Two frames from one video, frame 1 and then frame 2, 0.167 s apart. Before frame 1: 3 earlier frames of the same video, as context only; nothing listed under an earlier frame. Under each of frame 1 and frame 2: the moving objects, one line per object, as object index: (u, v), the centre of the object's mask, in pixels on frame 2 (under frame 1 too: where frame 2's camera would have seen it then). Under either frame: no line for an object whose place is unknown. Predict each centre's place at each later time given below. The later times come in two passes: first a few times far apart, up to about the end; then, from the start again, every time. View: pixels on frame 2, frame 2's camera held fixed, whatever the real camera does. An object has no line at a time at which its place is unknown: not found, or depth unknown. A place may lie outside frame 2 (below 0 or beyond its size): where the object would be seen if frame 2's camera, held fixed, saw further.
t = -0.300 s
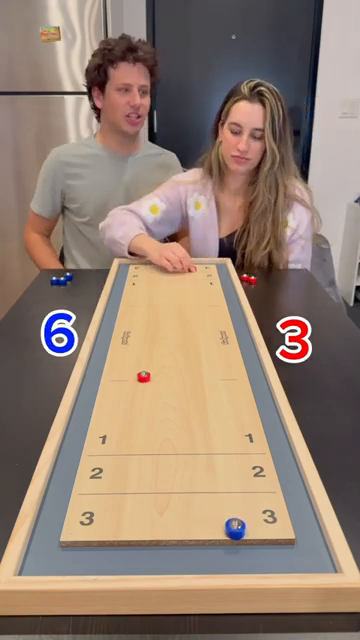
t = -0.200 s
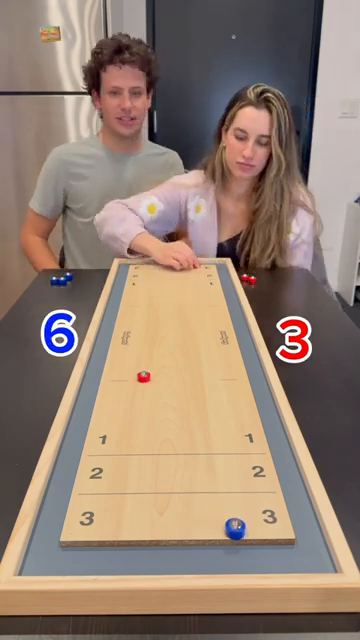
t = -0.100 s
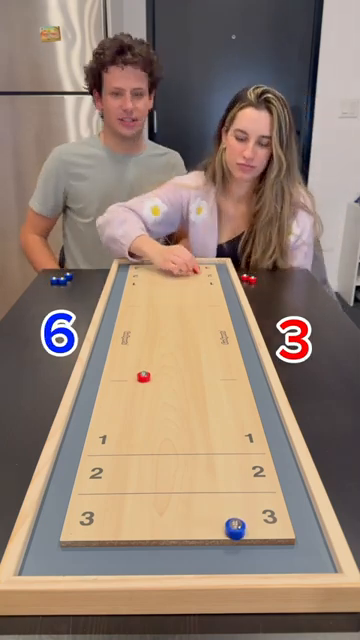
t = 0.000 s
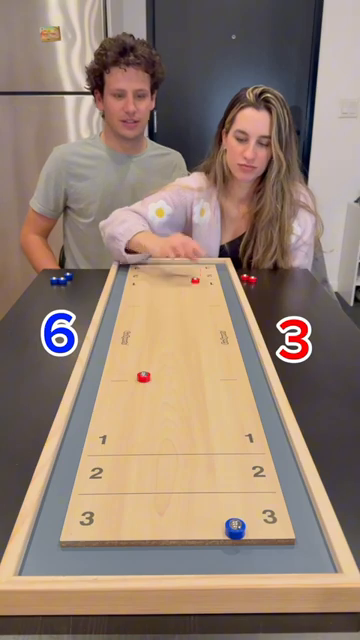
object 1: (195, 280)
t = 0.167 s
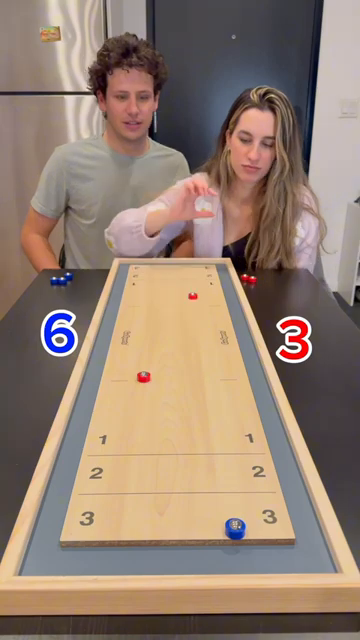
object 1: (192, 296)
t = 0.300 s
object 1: (190, 309)
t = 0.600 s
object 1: (184, 344)
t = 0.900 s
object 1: (176, 384)
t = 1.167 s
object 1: (166, 423)
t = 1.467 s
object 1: (153, 470)
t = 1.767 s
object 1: (140, 518)
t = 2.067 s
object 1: (129, 563)
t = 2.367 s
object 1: (123, 564)
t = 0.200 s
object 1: (192, 299)
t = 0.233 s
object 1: (191, 302)
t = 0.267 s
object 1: (191, 306)
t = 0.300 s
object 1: (190, 309)
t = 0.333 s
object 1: (189, 313)
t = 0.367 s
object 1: (189, 316)
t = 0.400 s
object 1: (188, 320)
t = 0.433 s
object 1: (187, 324)
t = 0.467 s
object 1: (187, 328)
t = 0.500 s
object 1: (186, 332)
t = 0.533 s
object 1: (185, 336)
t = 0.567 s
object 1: (185, 340)
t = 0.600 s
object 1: (184, 344)
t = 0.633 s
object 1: (183, 348)
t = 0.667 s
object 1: (182, 352)
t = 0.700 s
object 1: (181, 356)
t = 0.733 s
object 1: (181, 361)
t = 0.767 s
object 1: (180, 365)
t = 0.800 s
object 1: (179, 370)
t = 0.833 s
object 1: (178, 374)
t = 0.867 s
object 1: (177, 379)
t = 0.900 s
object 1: (176, 384)
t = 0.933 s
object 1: (175, 388)
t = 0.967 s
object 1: (173, 393)
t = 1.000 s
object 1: (172, 398)
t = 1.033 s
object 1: (171, 403)
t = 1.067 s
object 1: (170, 408)
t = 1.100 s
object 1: (169, 413)
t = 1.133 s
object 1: (168, 418)
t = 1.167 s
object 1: (166, 423)
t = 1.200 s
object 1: (165, 428)
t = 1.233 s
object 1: (164, 433)
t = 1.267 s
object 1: (162, 438)
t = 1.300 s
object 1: (161, 443)
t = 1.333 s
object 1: (159, 448)
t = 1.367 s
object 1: (158, 454)
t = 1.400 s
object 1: (156, 459)
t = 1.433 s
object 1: (155, 465)
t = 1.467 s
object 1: (153, 470)
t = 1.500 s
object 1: (152, 475)
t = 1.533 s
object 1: (150, 482)
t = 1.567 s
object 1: (149, 487)
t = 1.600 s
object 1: (147, 492)
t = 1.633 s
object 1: (145, 498)
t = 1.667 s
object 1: (144, 504)
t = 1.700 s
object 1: (143, 508)
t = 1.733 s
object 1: (141, 513)
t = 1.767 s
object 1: (140, 518)
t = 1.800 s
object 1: (139, 523)
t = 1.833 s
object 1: (137, 528)
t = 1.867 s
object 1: (136, 532)
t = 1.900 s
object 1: (135, 536)
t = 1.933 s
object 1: (134, 542)
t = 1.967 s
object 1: (133, 551)
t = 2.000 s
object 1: (132, 554)
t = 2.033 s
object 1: (130, 559)
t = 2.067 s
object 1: (129, 563)
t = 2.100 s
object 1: (128, 565)
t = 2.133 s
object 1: (127, 567)
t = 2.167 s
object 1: (126, 568)
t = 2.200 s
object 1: (126, 567)
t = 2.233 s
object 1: (125, 566)
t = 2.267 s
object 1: (124, 566)
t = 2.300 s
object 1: (124, 565)
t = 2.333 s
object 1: (124, 565)
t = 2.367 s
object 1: (123, 564)
